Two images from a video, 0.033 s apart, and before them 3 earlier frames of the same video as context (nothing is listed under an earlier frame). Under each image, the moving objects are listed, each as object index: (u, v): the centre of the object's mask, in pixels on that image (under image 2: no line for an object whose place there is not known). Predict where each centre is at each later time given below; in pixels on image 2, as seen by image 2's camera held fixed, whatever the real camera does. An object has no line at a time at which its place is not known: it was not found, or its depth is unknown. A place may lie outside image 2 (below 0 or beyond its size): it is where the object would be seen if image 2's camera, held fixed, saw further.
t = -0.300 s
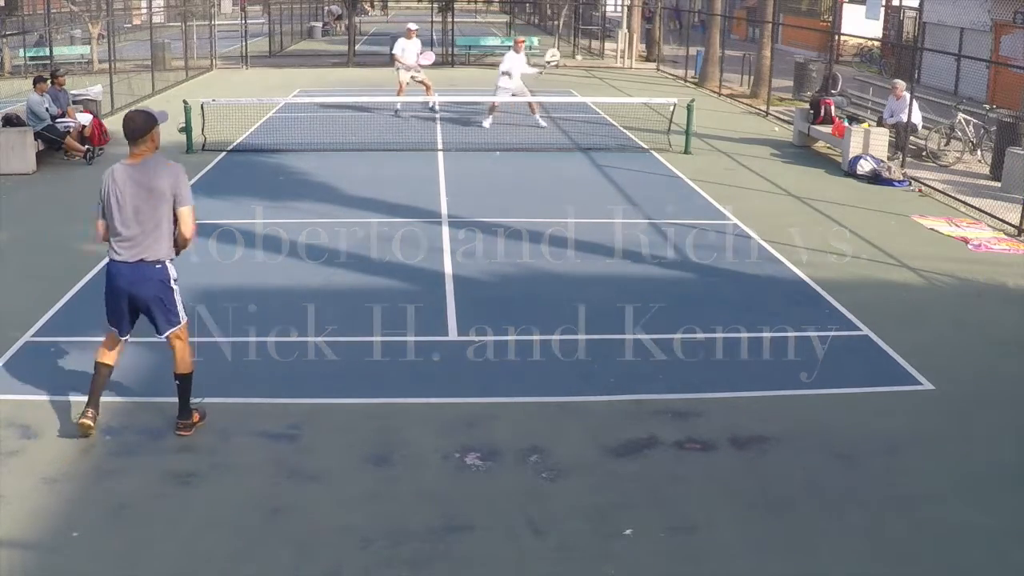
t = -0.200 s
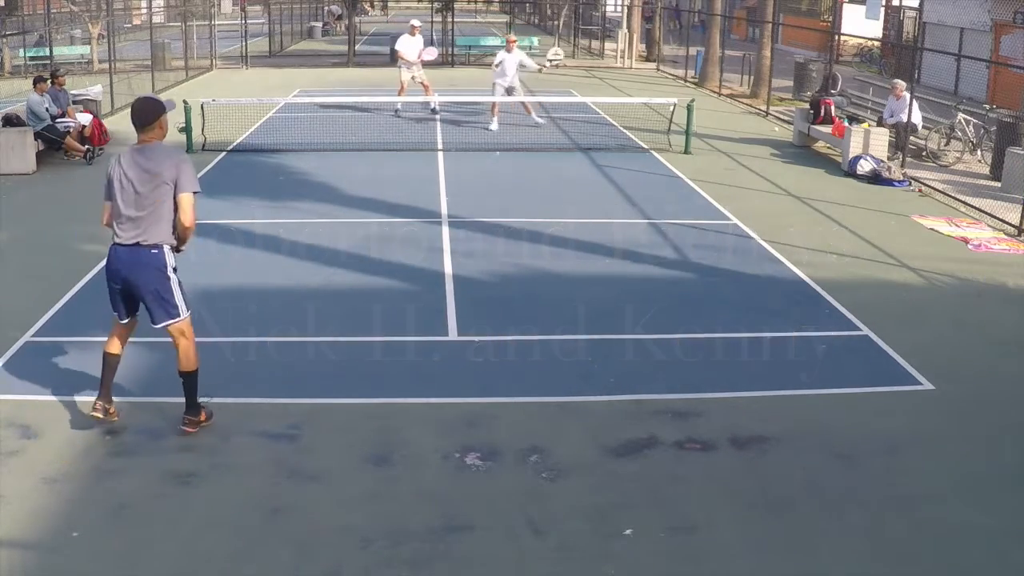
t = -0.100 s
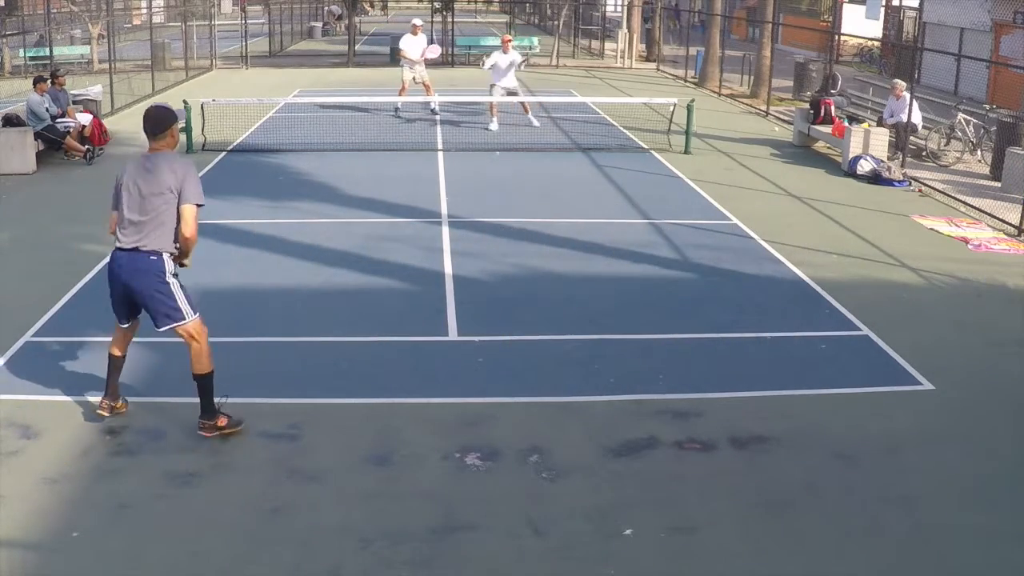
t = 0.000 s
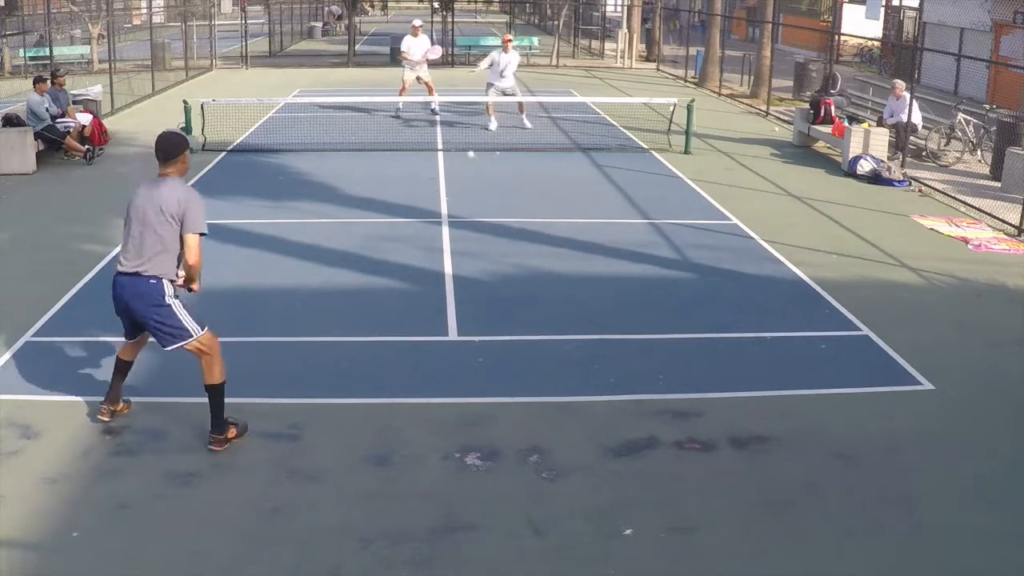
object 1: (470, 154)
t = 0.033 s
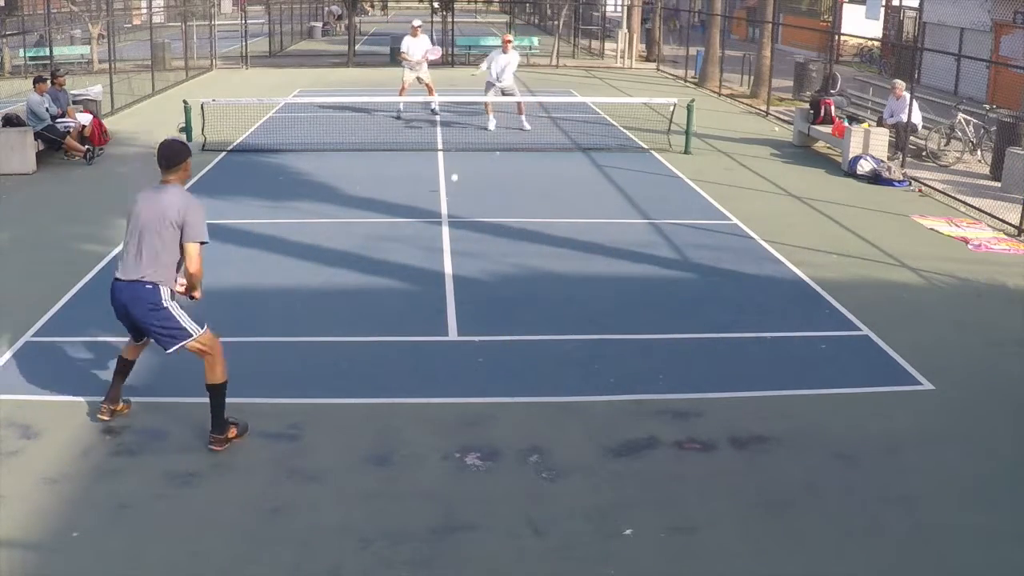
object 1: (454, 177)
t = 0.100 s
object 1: (423, 199)
